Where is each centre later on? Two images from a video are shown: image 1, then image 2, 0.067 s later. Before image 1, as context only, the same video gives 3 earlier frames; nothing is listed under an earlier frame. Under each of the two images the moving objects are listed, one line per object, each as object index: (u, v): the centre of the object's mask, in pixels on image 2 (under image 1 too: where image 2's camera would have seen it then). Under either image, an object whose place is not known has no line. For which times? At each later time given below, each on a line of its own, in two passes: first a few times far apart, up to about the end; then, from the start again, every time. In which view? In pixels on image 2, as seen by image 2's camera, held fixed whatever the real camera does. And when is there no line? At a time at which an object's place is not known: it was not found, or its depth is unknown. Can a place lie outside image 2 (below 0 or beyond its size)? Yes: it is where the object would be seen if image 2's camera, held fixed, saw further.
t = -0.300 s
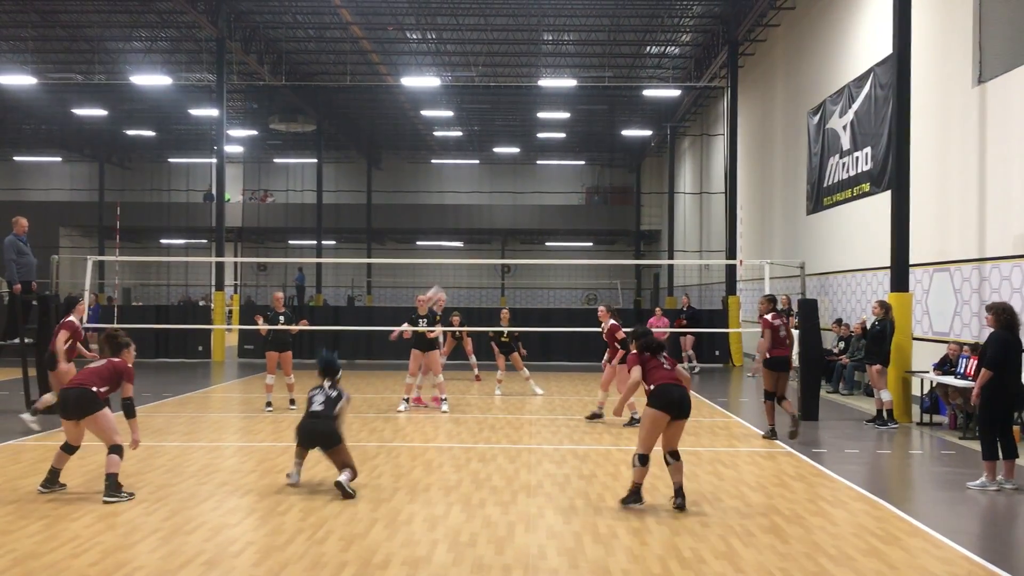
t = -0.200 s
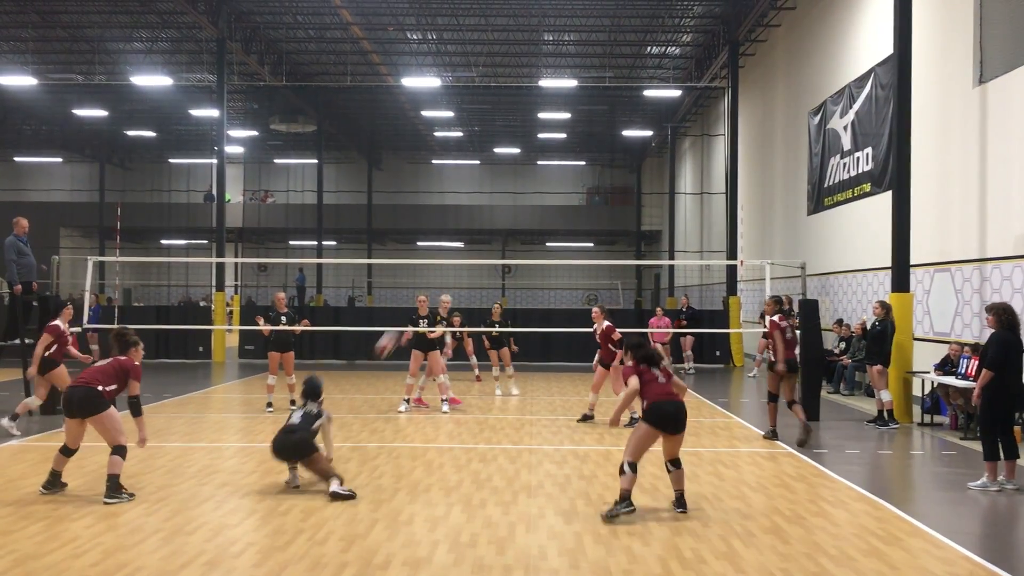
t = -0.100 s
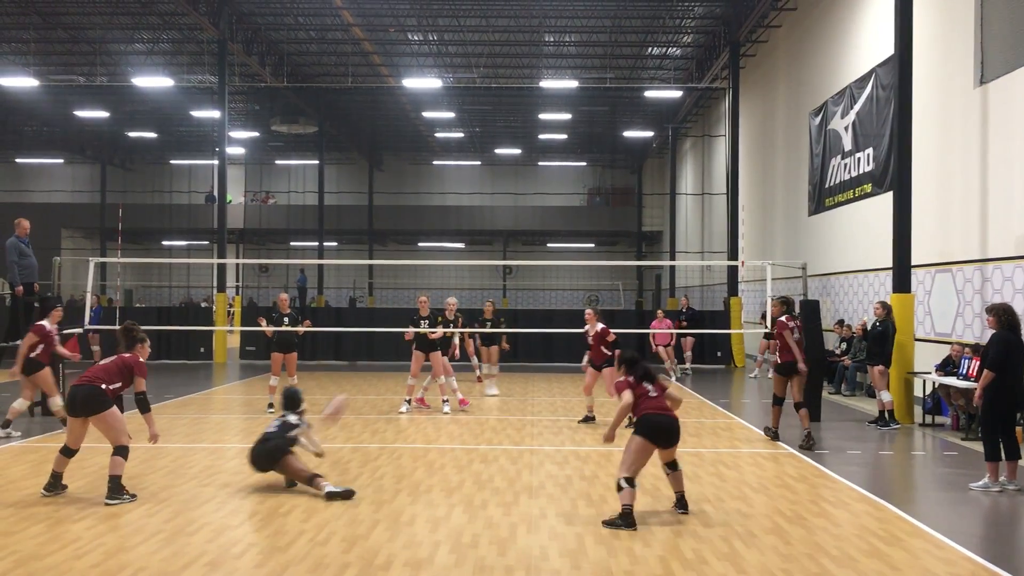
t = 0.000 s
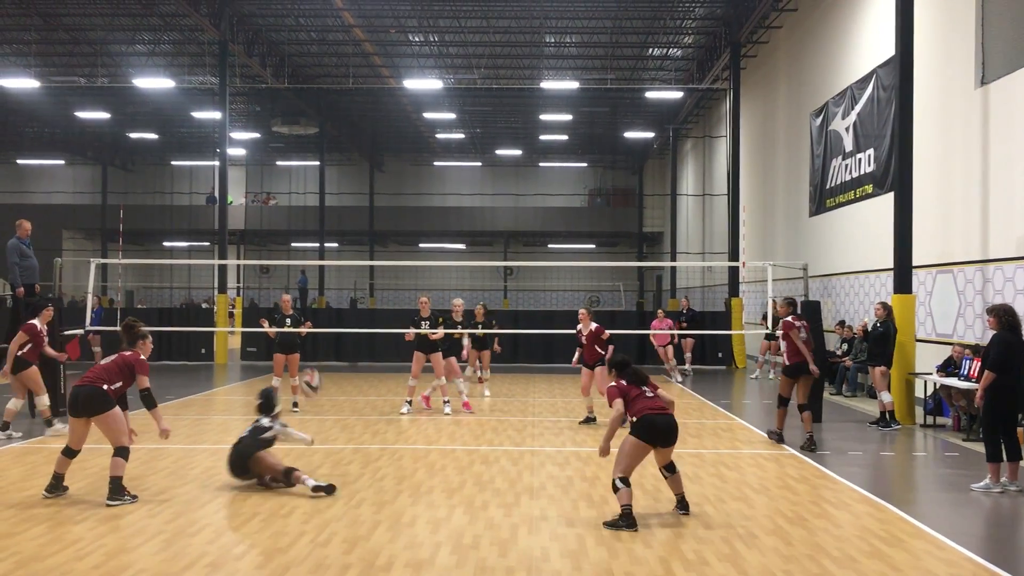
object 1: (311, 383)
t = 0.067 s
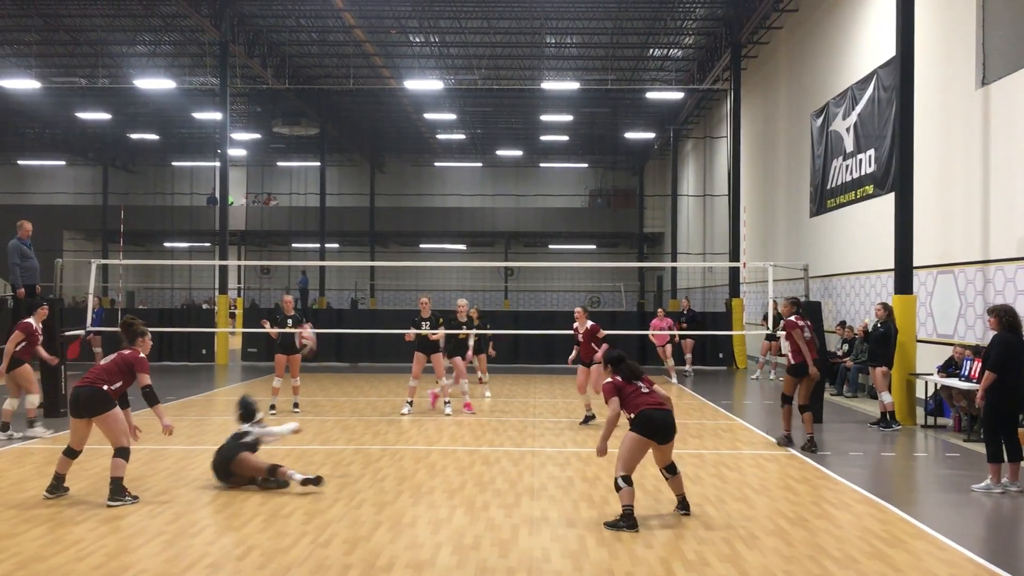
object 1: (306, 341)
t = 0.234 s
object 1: (289, 247)
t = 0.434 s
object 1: (268, 173)
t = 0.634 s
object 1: (248, 140)
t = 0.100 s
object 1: (302, 317)
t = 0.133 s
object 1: (300, 299)
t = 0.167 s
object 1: (296, 281)
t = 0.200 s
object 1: (292, 262)
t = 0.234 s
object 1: (289, 247)
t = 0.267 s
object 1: (286, 232)
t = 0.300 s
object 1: (283, 218)
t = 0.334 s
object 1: (279, 205)
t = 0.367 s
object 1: (275, 194)
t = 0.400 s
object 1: (272, 183)
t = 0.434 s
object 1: (268, 173)
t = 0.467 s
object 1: (265, 165)
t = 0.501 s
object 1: (261, 158)
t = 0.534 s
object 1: (258, 152)
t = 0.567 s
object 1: (255, 148)
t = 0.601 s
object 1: (252, 143)
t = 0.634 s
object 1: (248, 140)
